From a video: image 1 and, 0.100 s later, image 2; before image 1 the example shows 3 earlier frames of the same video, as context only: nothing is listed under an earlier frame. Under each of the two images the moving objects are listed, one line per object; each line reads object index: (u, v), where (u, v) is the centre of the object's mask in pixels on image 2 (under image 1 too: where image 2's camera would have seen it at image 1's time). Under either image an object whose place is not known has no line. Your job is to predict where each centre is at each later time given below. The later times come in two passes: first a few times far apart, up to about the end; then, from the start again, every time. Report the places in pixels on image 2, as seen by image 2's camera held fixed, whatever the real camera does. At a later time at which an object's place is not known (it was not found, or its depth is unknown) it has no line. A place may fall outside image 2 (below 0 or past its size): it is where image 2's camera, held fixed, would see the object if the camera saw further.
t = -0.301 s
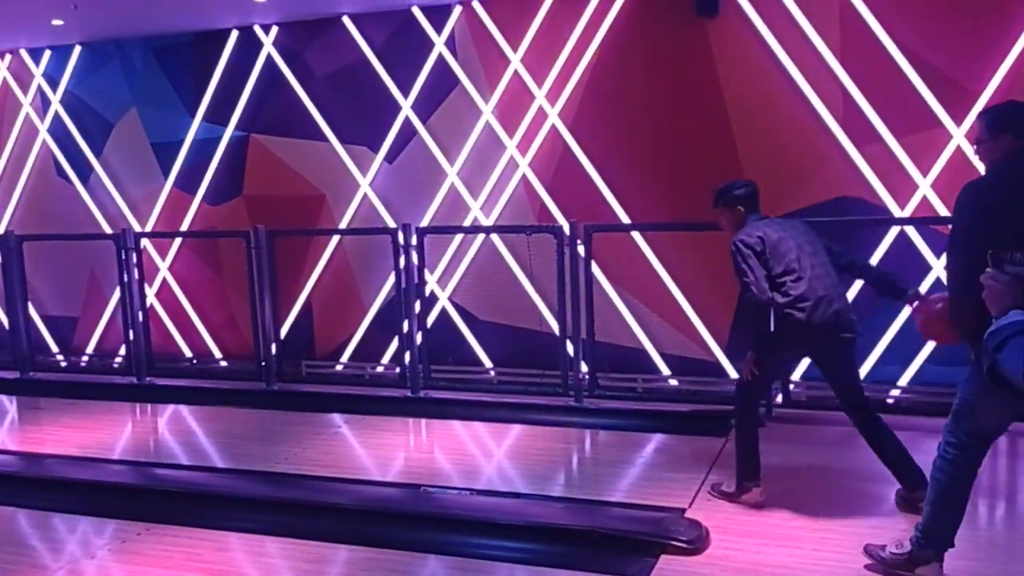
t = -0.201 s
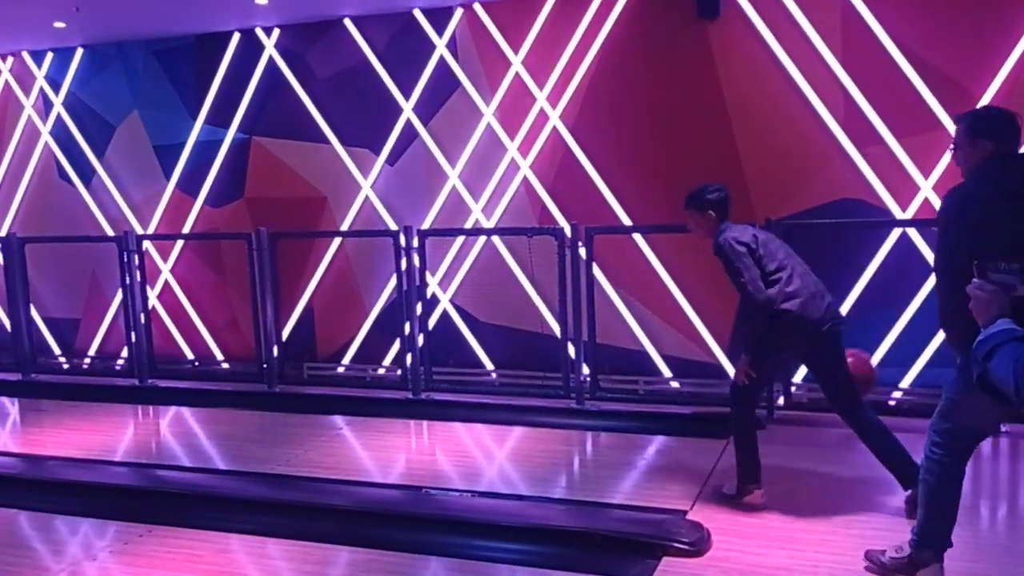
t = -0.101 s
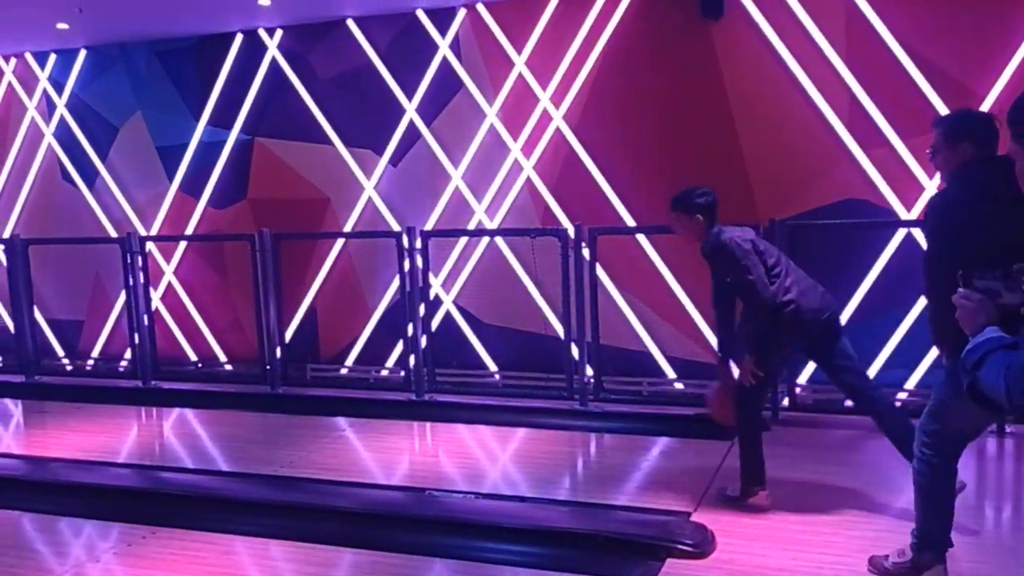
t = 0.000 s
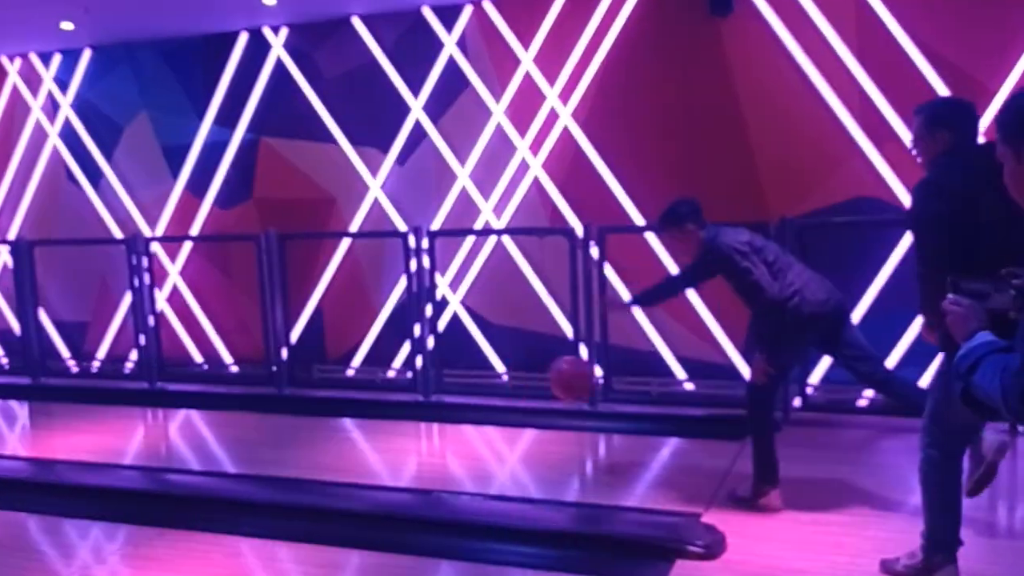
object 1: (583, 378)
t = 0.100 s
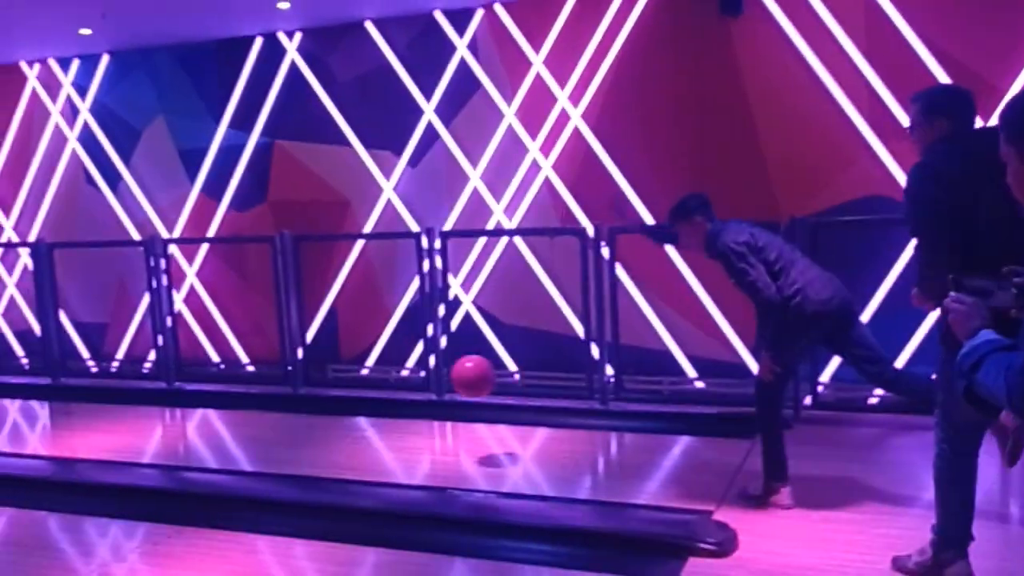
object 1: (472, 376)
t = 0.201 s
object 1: (372, 395)
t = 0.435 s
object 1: (165, 423)
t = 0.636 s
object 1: (10, 423)
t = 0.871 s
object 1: (-146, 417)
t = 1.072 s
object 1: (-266, 412)
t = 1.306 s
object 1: (-395, 413)
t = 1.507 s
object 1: (-474, 405)
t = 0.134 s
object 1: (439, 381)
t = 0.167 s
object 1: (405, 387)
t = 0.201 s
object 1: (372, 395)
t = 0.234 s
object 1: (341, 404)
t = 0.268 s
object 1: (311, 415)
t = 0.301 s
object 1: (282, 429)
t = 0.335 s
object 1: (251, 429)
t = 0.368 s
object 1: (222, 425)
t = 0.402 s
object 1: (192, 422)
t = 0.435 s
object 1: (165, 423)
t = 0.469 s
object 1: (138, 424)
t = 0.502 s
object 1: (111, 428)
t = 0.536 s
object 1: (85, 425)
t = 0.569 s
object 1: (60, 423)
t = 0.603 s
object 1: (35, 423)
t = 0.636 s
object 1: (10, 423)
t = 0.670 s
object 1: (-13, 422)
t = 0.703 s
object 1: (-37, 421)
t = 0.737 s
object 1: (-59, 420)
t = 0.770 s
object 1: (-82, 420)
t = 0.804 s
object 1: (-104, 419)
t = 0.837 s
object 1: (-126, 418)
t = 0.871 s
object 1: (-146, 417)
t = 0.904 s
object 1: (-167, 417)
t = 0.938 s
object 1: (-188, 417)
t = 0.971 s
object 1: (-208, 416)
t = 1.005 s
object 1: (-226, 414)
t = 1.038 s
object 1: (-246, 412)
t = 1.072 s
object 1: (-266, 412)
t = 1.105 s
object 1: (-284, 412)
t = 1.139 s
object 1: (-301, 412)
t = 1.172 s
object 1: (-321, 410)
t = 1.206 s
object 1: (-338, 411)
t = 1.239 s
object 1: (-355, 412)
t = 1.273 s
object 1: (-374, 412)
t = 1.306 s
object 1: (-395, 413)
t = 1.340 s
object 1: (-409, 411)
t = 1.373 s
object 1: (-421, 410)
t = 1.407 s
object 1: (-433, 409)
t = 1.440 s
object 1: (-444, 407)
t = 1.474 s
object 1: (-459, 406)
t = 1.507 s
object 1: (-474, 405)
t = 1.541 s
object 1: (-485, 404)
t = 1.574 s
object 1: (-496, 403)
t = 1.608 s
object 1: (-506, 403)
